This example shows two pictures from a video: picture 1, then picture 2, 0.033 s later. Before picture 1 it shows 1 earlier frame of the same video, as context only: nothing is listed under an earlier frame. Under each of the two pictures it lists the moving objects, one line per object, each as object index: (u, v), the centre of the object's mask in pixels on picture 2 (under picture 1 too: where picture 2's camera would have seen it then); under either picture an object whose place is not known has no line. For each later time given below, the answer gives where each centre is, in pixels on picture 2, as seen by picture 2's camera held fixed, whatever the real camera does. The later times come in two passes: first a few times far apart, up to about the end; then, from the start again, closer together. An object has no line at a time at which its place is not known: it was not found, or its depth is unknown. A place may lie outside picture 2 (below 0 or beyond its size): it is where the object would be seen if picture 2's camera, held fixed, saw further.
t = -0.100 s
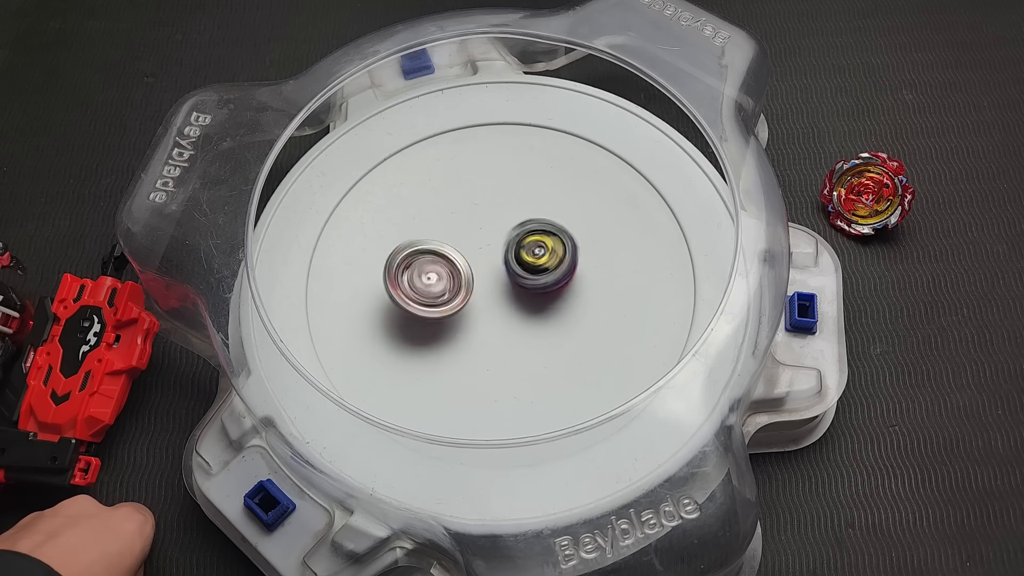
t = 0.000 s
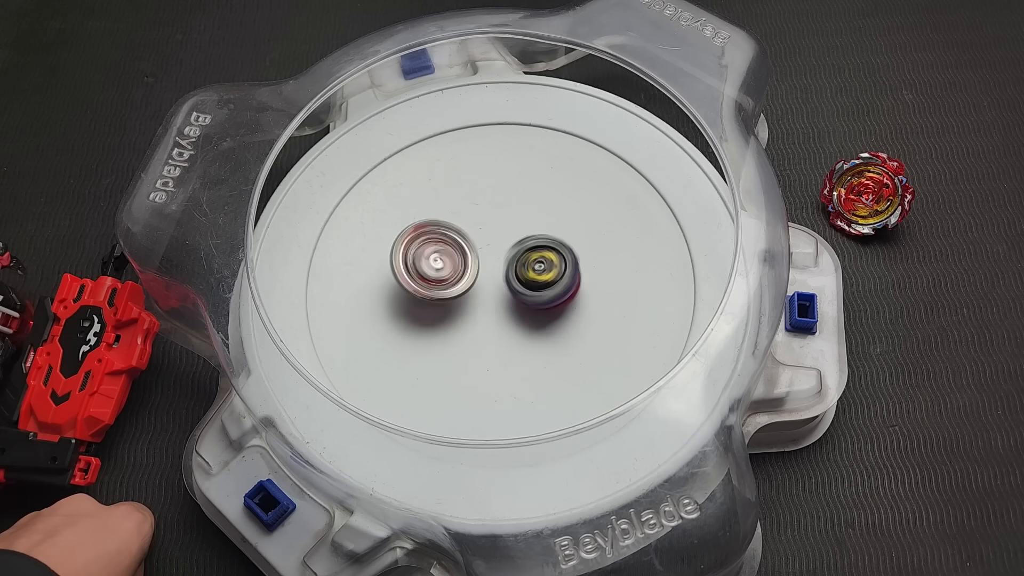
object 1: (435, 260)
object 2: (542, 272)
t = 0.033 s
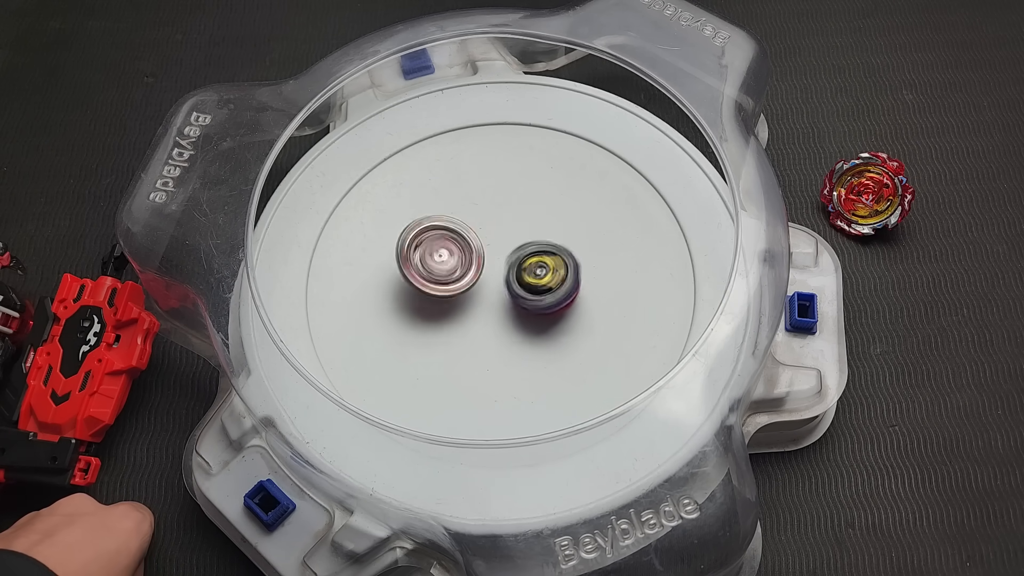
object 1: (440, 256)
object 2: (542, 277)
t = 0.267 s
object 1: (482, 231)
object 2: (522, 315)
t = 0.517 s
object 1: (533, 239)
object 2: (486, 333)
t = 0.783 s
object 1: (555, 281)
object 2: (456, 310)
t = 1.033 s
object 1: (524, 319)
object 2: (450, 269)
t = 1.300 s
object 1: (469, 320)
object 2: (475, 235)
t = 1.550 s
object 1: (434, 284)
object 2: (505, 232)
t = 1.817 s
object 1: (444, 249)
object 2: (536, 257)
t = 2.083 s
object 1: (481, 226)
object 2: (531, 301)
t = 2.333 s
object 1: (515, 230)
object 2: (487, 317)
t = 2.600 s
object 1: (542, 255)
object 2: (452, 291)
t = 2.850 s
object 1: (548, 291)
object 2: (465, 265)
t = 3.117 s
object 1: (543, 341)
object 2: (494, 253)
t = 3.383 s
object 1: (480, 336)
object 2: (524, 269)
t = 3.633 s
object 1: (452, 285)
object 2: (537, 276)
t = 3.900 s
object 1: (488, 225)
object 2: (528, 299)
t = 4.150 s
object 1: (544, 224)
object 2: (498, 303)
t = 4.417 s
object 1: (558, 270)
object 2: (468, 289)
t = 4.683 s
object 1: (519, 315)
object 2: (455, 276)
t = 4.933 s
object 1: (471, 325)
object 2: (453, 264)
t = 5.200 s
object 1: (449, 331)
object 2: (461, 251)
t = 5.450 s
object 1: (463, 325)
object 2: (458, 254)
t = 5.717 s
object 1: (480, 329)
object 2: (459, 259)
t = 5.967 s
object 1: (494, 329)
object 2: (458, 258)
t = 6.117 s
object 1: (506, 328)
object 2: (459, 259)
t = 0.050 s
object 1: (442, 252)
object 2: (543, 280)
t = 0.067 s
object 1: (445, 249)
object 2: (541, 284)
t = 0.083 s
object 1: (447, 248)
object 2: (542, 285)
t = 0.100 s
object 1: (450, 245)
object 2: (540, 289)
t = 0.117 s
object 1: (454, 243)
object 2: (540, 291)
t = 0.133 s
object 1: (456, 241)
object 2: (537, 295)
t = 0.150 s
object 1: (460, 239)
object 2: (537, 297)
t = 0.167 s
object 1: (463, 238)
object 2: (535, 299)
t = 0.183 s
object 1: (466, 236)
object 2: (534, 302)
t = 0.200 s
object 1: (470, 234)
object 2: (530, 305)
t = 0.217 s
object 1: (473, 234)
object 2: (530, 307)
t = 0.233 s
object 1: (476, 232)
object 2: (528, 310)
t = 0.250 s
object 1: (481, 231)
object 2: (526, 311)
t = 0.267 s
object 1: (482, 231)
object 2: (522, 315)
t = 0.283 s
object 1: (487, 229)
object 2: (522, 316)
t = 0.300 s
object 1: (491, 229)
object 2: (519, 319)
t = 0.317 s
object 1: (493, 229)
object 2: (517, 320)
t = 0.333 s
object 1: (497, 228)
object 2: (513, 323)
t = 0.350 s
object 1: (501, 229)
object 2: (512, 324)
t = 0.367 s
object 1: (504, 229)
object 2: (509, 326)
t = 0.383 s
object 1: (509, 229)
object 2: (507, 327)
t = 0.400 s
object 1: (510, 230)
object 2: (503, 329)
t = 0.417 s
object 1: (514, 230)
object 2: (502, 330)
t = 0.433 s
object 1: (518, 232)
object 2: (499, 331)
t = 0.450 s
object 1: (520, 233)
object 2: (496, 332)
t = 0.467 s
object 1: (524, 234)
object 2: (493, 333)
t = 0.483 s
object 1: (527, 237)
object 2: (491, 334)
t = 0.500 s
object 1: (529, 238)
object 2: (489, 334)
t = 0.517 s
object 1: (533, 239)
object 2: (486, 333)
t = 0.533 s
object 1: (535, 242)
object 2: (483, 333)
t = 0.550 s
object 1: (538, 244)
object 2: (481, 334)
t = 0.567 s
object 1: (542, 246)
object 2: (480, 333)
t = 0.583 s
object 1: (543, 248)
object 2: (477, 332)
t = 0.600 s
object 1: (545, 250)
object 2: (475, 331)
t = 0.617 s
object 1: (548, 254)
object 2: (472, 329)
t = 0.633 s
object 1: (549, 256)
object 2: (472, 328)
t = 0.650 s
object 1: (552, 258)
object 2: (469, 327)
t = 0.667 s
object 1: (552, 262)
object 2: (468, 325)
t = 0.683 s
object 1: (553, 264)
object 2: (464, 324)
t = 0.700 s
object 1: (555, 267)
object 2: (464, 321)
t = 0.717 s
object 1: (555, 270)
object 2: (462, 319)
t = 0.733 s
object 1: (555, 272)
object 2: (461, 317)
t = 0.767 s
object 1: (555, 278)
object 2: (458, 311)
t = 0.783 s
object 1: (555, 281)
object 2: (456, 310)
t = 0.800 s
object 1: (555, 285)
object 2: (456, 306)
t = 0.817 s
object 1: (554, 287)
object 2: (454, 305)
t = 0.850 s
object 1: (551, 293)
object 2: (453, 299)
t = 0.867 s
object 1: (550, 295)
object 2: (452, 296)
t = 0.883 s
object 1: (550, 298)
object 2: (451, 294)
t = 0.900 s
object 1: (546, 301)
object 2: (450, 290)
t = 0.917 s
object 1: (544, 303)
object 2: (450, 288)
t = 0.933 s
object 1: (543, 306)
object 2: (449, 286)
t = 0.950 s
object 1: (539, 308)
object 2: (449, 283)
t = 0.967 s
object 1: (537, 310)
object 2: (448, 279)
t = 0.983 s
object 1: (533, 314)
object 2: (450, 277)
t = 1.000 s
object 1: (531, 315)
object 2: (449, 274)
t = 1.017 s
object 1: (528, 317)
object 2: (451, 271)
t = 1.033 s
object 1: (524, 319)
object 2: (450, 269)
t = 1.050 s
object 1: (520, 321)
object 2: (452, 266)
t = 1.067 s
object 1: (518, 322)
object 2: (453, 264)
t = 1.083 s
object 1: (513, 323)
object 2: (454, 261)
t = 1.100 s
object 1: (510, 324)
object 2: (454, 259)
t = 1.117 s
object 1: (506, 325)
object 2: (456, 256)
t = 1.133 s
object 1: (503, 325)
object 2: (458, 254)
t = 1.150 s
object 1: (500, 326)
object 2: (459, 251)
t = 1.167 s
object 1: (495, 326)
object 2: (460, 250)
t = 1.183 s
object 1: (492, 326)
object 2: (461, 247)
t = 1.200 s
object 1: (489, 325)
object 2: (464, 246)
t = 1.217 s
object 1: (484, 325)
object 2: (465, 243)
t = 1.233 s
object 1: (481, 324)
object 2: (467, 242)
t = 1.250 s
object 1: (479, 323)
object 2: (468, 240)
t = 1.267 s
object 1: (474, 322)
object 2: (472, 238)
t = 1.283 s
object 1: (471, 321)
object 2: (473, 237)
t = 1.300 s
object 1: (469, 320)
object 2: (475, 235)
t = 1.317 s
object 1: (465, 317)
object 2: (476, 234)
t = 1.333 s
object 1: (463, 316)
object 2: (479, 232)
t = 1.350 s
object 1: (460, 314)
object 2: (480, 232)
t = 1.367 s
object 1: (457, 311)
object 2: (483, 230)
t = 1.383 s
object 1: (455, 309)
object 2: (483, 230)
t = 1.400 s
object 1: (451, 306)
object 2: (486, 229)
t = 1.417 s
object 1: (449, 304)
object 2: (488, 229)
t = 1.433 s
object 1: (449, 301)
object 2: (489, 229)
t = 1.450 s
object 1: (446, 298)
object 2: (490, 230)
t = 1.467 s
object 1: (444, 295)
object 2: (491, 229)
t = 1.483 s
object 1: (444, 293)
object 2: (494, 230)
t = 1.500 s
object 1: (441, 289)
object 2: (495, 232)
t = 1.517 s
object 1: (439, 287)
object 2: (497, 233)
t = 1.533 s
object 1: (437, 287)
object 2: (500, 232)
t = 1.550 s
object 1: (434, 284)
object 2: (505, 232)
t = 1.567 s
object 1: (433, 282)
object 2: (508, 232)
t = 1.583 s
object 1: (432, 281)
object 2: (511, 233)
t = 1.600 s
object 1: (432, 278)
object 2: (513, 235)
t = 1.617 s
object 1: (431, 275)
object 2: (515, 234)
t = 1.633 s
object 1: (430, 274)
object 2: (516, 235)
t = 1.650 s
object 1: (430, 271)
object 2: (519, 236)
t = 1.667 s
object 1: (431, 268)
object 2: (522, 238)
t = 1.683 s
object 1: (430, 266)
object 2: (523, 240)
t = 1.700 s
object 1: (432, 264)
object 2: (526, 241)
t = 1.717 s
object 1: (434, 261)
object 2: (527, 243)
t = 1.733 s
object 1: (433, 259)
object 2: (530, 245)
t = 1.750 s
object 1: (435, 257)
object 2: (530, 248)
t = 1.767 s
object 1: (438, 255)
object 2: (532, 249)
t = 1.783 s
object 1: (438, 253)
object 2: (534, 251)
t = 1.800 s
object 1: (440, 250)
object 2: (535, 253)
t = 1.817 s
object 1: (444, 249)
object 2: (536, 257)
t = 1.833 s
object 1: (445, 247)
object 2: (537, 259)
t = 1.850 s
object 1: (447, 244)
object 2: (539, 261)
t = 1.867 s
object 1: (450, 244)
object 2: (538, 264)
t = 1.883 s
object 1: (453, 242)
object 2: (540, 266)
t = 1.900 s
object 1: (456, 240)
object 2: (538, 270)
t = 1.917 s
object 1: (458, 240)
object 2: (540, 272)
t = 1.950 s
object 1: (463, 234)
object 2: (540, 277)
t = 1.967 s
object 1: (465, 234)
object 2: (539, 281)
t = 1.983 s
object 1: (467, 233)
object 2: (538, 284)
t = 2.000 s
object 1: (469, 231)
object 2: (538, 287)
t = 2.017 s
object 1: (470, 231)
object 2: (536, 290)
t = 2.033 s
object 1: (473, 230)
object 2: (535, 292)
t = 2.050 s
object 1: (477, 230)
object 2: (533, 296)
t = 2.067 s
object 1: (478, 228)
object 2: (532, 297)
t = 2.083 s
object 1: (481, 226)
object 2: (531, 301)
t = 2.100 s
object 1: (485, 226)
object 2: (529, 303)
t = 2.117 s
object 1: (486, 225)
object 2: (527, 306)
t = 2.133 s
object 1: (488, 224)
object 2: (522, 308)
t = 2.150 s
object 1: (490, 225)
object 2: (521, 309)
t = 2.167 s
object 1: (491, 224)
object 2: (517, 311)
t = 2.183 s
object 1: (494, 224)
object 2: (516, 312)
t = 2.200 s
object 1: (497, 226)
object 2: (514, 313)
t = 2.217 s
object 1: (498, 226)
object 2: (511, 314)
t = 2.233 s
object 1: (501, 226)
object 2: (510, 314)
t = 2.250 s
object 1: (503, 228)
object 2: (505, 315)
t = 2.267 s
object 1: (505, 228)
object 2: (503, 315)
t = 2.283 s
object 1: (507, 229)
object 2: (498, 315)
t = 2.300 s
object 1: (509, 231)
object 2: (496, 315)
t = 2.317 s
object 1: (512, 230)
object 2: (491, 317)
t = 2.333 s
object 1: (515, 230)
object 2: (487, 317)
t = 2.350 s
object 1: (516, 232)
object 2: (484, 317)
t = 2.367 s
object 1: (518, 232)
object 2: (478, 316)
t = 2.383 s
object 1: (520, 233)
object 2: (477, 315)
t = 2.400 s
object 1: (521, 235)
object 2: (474, 315)
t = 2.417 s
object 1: (523, 236)
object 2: (472, 313)
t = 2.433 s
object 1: (524, 237)
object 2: (471, 313)
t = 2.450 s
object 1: (525, 240)
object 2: (468, 311)
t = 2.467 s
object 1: (527, 241)
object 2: (467, 310)
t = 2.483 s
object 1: (529, 242)
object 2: (464, 308)
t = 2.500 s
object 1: (530, 245)
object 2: (464, 305)
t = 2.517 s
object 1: (531, 247)
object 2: (461, 304)
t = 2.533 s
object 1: (532, 248)
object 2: (460, 300)
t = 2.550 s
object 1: (533, 252)
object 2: (459, 298)
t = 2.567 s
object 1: (537, 254)
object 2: (455, 296)
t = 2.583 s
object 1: (539, 253)
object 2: (455, 293)
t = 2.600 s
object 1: (542, 255)
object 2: (452, 291)
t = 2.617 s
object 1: (544, 258)
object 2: (451, 287)
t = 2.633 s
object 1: (544, 258)
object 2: (452, 285)
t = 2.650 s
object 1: (545, 261)
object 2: (451, 281)
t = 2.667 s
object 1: (546, 262)
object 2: (454, 278)
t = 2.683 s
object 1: (546, 263)
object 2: (454, 278)
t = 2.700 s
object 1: (547, 266)
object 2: (456, 275)
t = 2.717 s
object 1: (547, 268)
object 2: (458, 275)
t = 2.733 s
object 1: (546, 270)
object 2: (458, 274)
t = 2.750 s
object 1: (546, 273)
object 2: (461, 272)
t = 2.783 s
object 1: (545, 278)
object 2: (462, 270)
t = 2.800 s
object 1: (546, 282)
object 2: (464, 270)
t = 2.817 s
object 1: (547, 286)
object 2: (464, 268)
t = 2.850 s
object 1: (548, 291)
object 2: (465, 265)
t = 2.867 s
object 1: (548, 293)
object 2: (468, 263)
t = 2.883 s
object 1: (546, 295)
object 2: (471, 264)
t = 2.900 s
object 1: (550, 303)
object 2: (471, 260)
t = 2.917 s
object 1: (552, 308)
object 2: (471, 258)
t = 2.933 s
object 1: (555, 313)
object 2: (470, 256)
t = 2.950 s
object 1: (557, 317)
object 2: (471, 254)
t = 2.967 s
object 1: (556, 322)
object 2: (475, 252)
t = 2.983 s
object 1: (556, 324)
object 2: (476, 252)
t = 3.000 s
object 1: (556, 326)
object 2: (479, 251)
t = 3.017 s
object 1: (553, 329)
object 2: (482, 251)
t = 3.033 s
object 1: (553, 330)
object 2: (482, 251)
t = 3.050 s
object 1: (551, 333)
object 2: (484, 251)
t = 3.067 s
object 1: (550, 335)
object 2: (486, 251)
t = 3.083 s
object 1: (546, 337)
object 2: (488, 251)
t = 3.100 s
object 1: (544, 340)
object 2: (492, 252)
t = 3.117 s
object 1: (543, 341)
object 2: (494, 253)
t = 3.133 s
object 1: (539, 343)
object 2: (495, 253)
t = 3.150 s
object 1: (536, 344)
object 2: (498, 253)
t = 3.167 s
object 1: (533, 345)
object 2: (499, 255)
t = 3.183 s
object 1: (529, 346)
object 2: (501, 255)
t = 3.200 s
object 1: (526, 346)
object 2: (505, 257)
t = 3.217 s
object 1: (521, 346)
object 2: (505, 258)
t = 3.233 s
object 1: (518, 346)
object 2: (507, 259)
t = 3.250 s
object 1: (513, 346)
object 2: (510, 260)
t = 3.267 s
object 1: (509, 345)
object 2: (511, 262)
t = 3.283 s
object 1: (507, 344)
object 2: (513, 263)
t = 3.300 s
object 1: (501, 343)
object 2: (515, 266)
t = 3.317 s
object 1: (497, 342)
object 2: (515, 267)
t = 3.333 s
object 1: (494, 340)
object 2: (518, 267)
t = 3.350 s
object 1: (489, 338)
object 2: (519, 269)
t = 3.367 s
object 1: (485, 336)
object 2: (520, 270)
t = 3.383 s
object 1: (480, 336)
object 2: (524, 269)
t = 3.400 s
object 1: (476, 335)
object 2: (527, 269)
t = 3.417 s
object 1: (469, 332)
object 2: (528, 268)
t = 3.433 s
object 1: (466, 330)
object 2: (530, 268)
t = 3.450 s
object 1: (464, 326)
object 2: (531, 269)
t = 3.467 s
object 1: (461, 323)
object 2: (531, 269)
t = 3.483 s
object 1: (460, 320)
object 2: (533, 270)
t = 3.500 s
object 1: (458, 316)
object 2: (533, 270)
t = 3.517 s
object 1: (457, 313)
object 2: (534, 269)
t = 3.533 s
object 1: (454, 308)
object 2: (536, 270)
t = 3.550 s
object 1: (453, 304)
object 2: (538, 271)
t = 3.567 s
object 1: (454, 301)
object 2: (538, 272)
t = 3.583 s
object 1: (452, 296)
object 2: (539, 273)
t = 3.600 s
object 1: (452, 292)
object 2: (538, 276)
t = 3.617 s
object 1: (453, 287)
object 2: (536, 276)
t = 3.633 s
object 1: (452, 285)
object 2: (537, 276)
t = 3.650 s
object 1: (452, 279)
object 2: (537, 276)
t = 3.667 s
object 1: (453, 276)
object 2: (538, 276)
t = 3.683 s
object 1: (455, 272)
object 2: (539, 276)
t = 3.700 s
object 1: (456, 268)
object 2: (539, 278)
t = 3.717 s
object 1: (458, 264)
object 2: (537, 280)
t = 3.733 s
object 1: (459, 260)
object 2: (537, 281)
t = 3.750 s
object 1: (461, 257)
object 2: (537, 284)
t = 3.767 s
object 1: (462, 253)
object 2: (536, 287)
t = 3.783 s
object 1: (464, 246)
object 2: (536, 289)
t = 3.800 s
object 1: (469, 241)
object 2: (536, 292)
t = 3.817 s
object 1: (470, 239)
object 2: (533, 295)
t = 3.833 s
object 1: (473, 236)
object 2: (532, 296)
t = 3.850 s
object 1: (476, 233)
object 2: (531, 295)
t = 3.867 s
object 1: (480, 231)
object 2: (529, 296)
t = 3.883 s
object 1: (482, 229)
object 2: (528, 297)
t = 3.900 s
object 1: (488, 225)
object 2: (528, 299)
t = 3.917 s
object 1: (492, 223)
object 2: (528, 300)
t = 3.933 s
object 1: (496, 223)
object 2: (525, 301)
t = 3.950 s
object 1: (499, 222)
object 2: (525, 301)
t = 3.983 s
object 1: (505, 220)
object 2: (523, 302)
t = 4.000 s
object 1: (508, 220)
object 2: (520, 302)
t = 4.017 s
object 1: (512, 219)
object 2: (518, 302)
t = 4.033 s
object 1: (516, 219)
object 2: (518, 301)
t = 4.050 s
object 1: (521, 221)
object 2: (515, 301)
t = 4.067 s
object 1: (523, 222)
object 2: (513, 300)
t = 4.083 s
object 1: (528, 221)
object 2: (511, 300)
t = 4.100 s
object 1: (534, 220)
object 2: (508, 303)
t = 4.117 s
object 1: (538, 221)
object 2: (504, 304)
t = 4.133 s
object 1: (541, 222)
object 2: (500, 304)
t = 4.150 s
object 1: (544, 224)
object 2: (498, 303)
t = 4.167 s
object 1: (547, 226)
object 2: (495, 302)
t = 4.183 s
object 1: (548, 228)
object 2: (493, 301)
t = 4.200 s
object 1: (552, 229)
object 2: (489, 301)
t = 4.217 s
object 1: (553, 231)
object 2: (486, 300)
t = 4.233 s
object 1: (557, 234)
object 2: (484, 299)
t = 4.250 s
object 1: (558, 237)
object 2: (483, 298)
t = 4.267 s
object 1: (559, 240)
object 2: (481, 298)
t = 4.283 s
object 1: (560, 242)
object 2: (478, 297)
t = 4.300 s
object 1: (562, 245)
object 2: (476, 296)
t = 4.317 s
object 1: (562, 248)
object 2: (474, 295)
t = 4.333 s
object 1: (562, 251)
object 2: (473, 294)
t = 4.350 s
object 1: (562, 254)
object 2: (472, 293)
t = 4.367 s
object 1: (562, 259)
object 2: (472, 292)
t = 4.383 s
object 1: (561, 262)
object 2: (470, 291)
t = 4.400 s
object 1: (560, 266)
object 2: (469, 290)
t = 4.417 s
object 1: (558, 270)
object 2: (468, 289)
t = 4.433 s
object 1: (557, 274)
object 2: (468, 288)
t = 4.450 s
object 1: (554, 277)
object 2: (468, 287)
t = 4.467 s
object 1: (552, 281)
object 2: (468, 286)
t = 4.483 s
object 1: (550, 283)
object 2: (467, 286)
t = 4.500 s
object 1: (548, 287)
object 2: (465, 285)
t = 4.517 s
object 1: (546, 290)
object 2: (463, 284)
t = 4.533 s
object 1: (544, 295)
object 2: (461, 282)
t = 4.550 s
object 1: (541, 297)
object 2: (459, 281)
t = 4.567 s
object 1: (537, 301)
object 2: (457, 281)
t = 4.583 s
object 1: (534, 303)
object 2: (456, 280)
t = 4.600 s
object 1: (533, 306)
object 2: (456, 279)
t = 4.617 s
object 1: (530, 307)
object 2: (455, 279)
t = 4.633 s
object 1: (529, 310)
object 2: (455, 278)
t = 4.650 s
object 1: (524, 311)
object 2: (456, 277)
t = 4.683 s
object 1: (519, 315)
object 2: (455, 276)
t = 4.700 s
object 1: (516, 318)
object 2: (455, 275)
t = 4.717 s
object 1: (511, 320)
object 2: (454, 273)
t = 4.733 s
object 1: (508, 321)
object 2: (454, 273)
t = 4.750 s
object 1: (504, 325)
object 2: (454, 272)
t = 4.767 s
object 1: (504, 326)
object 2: (453, 270)
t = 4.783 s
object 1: (502, 327)
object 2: (453, 269)
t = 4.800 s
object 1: (499, 327)
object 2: (453, 269)
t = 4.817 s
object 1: (496, 328)
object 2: (453, 268)
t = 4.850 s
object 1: (491, 327)
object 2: (452, 268)
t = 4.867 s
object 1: (486, 326)
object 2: (451, 267)
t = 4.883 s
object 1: (485, 325)
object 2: (451, 267)
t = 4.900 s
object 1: (480, 326)
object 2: (451, 266)
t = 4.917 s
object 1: (477, 325)
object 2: (451, 265)
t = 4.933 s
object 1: (471, 325)
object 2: (453, 264)
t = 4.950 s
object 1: (466, 327)
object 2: (454, 263)
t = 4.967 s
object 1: (462, 329)
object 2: (455, 262)
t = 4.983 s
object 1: (456, 335)
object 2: (456, 260)
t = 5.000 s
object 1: (453, 337)
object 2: (458, 259)
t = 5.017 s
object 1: (453, 338)
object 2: (459, 257)
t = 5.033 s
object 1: (450, 337)
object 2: (460, 257)
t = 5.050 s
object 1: (449, 336)
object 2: (461, 256)
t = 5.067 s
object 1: (449, 337)
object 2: (461, 254)
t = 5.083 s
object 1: (447, 337)
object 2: (461, 253)
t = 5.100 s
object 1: (446, 336)
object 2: (461, 253)
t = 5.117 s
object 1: (447, 336)
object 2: (461, 252)
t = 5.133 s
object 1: (446, 334)
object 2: (461, 252)
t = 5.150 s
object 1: (447, 333)
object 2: (461, 251)
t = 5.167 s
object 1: (448, 333)
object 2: (461, 251)
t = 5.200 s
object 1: (449, 331)
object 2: (461, 251)
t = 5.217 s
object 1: (450, 332)
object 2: (461, 252)
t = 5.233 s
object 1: (450, 330)
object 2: (461, 252)
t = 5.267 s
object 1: (452, 327)
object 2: (462, 252)
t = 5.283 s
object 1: (452, 325)
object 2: (462, 252)
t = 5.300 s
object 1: (454, 322)
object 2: (462, 251)
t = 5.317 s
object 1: (456, 323)
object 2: (461, 252)
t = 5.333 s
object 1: (457, 323)
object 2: (460, 252)
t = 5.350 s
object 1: (458, 324)
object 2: (460, 252)
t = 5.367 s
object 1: (457, 325)
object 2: (459, 253)
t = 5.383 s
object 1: (457, 323)
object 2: (459, 253)
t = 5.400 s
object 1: (459, 321)
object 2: (458, 253)
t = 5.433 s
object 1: (462, 323)
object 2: (457, 254)
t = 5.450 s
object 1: (463, 325)
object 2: (458, 254)
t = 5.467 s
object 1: (464, 326)
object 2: (458, 254)
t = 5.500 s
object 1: (468, 325)
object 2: (458, 254)
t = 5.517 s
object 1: (470, 325)
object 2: (458, 255)
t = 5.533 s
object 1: (472, 324)
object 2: (458, 255)
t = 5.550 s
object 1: (475, 324)
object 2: (458, 255)
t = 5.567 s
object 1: (476, 327)
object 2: (458, 257)
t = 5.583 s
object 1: (476, 328)
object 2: (458, 257)
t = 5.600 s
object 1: (477, 328)
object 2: (458, 257)
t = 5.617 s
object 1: (478, 329)
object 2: (458, 257)
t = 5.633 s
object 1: (477, 331)
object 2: (459, 258)
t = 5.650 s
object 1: (478, 330)
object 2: (458, 258)
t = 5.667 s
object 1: (478, 330)
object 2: (459, 258)
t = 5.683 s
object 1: (477, 330)
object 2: (459, 259)
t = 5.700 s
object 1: (478, 331)
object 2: (459, 259)
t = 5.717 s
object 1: (480, 329)
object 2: (459, 259)
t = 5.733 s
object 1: (481, 329)
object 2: (459, 259)
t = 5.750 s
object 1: (482, 329)
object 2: (459, 259)
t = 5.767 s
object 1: (485, 328)
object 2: (459, 259)
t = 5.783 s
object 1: (488, 329)
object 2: (459, 259)
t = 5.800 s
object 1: (489, 329)
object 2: (459, 258)
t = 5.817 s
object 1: (490, 329)
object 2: (459, 258)
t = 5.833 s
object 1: (492, 330)
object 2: (458, 258)
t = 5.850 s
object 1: (493, 331)
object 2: (459, 258)
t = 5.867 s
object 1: (492, 330)
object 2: (458, 258)
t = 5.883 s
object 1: (492, 331)
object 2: (458, 258)
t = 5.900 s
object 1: (492, 332)
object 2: (458, 258)
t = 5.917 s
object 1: (492, 331)
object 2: (458, 258)
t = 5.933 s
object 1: (492, 330)
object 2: (458, 258)
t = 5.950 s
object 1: (494, 329)
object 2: (458, 258)
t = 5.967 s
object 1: (494, 329)
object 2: (458, 258)
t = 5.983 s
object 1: (495, 327)
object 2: (458, 258)
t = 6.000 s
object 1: (497, 327)
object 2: (458, 258)
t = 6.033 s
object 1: (501, 326)
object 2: (458, 258)
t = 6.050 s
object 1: (503, 327)
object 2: (458, 258)
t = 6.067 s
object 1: (504, 328)
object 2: (459, 259)
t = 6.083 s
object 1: (504, 328)
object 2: (459, 259)
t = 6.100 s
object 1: (506, 328)
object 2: (459, 259)
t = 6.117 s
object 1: (506, 328)
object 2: (459, 259)
